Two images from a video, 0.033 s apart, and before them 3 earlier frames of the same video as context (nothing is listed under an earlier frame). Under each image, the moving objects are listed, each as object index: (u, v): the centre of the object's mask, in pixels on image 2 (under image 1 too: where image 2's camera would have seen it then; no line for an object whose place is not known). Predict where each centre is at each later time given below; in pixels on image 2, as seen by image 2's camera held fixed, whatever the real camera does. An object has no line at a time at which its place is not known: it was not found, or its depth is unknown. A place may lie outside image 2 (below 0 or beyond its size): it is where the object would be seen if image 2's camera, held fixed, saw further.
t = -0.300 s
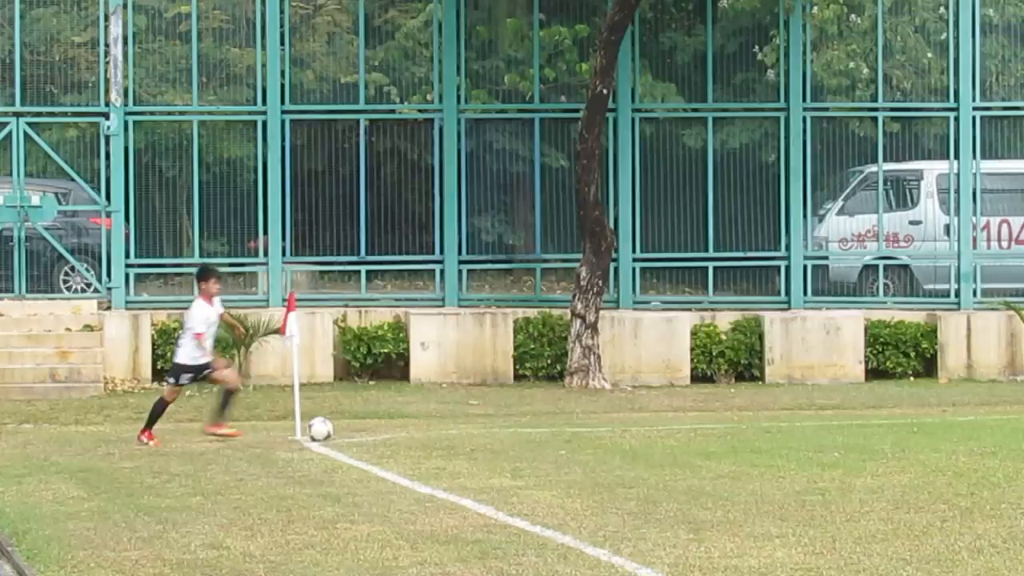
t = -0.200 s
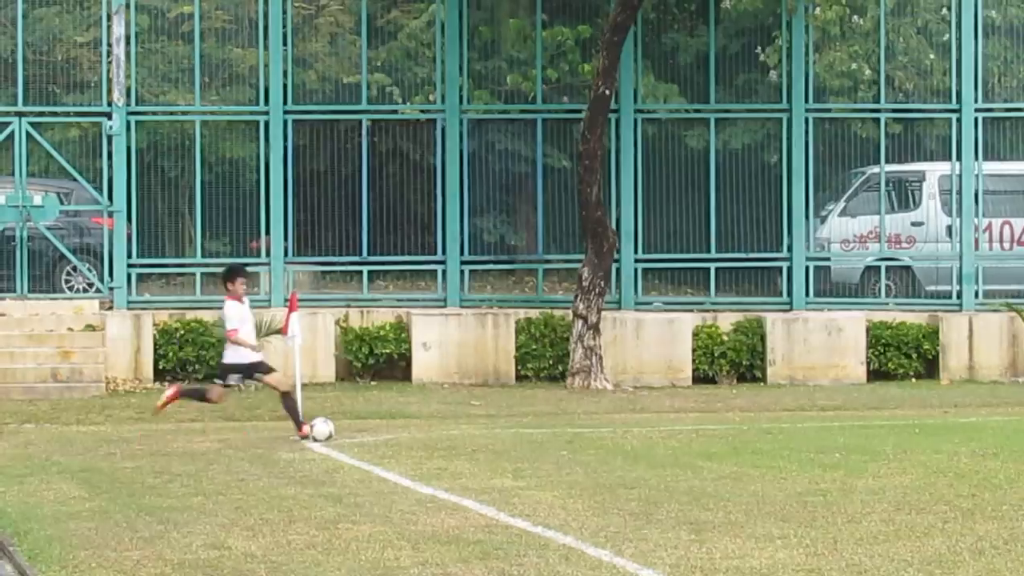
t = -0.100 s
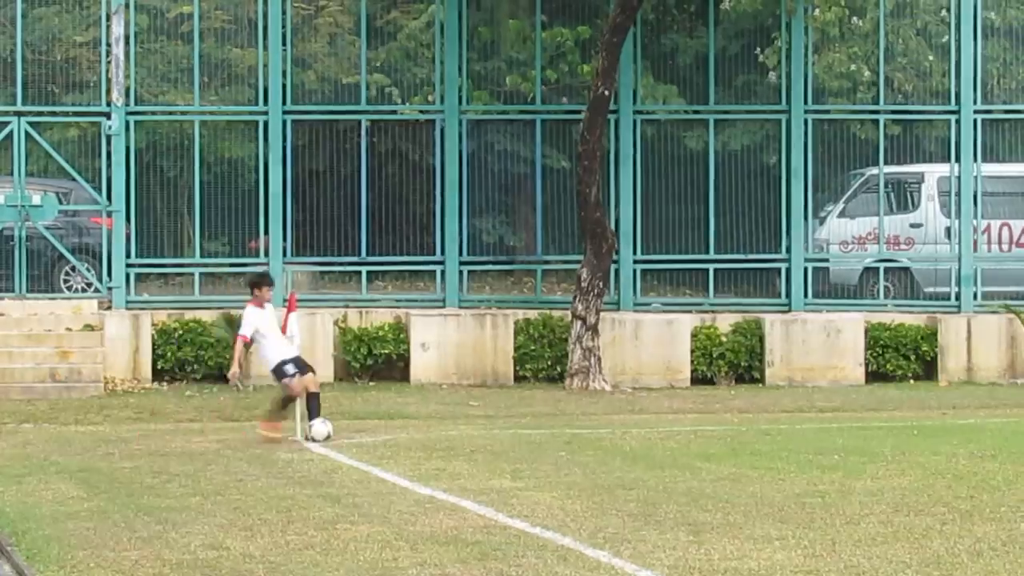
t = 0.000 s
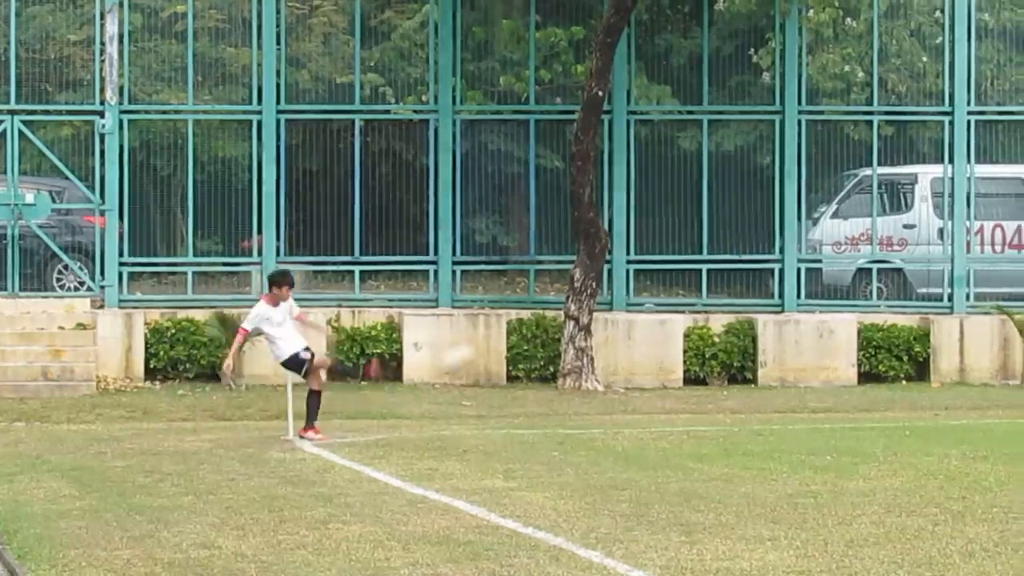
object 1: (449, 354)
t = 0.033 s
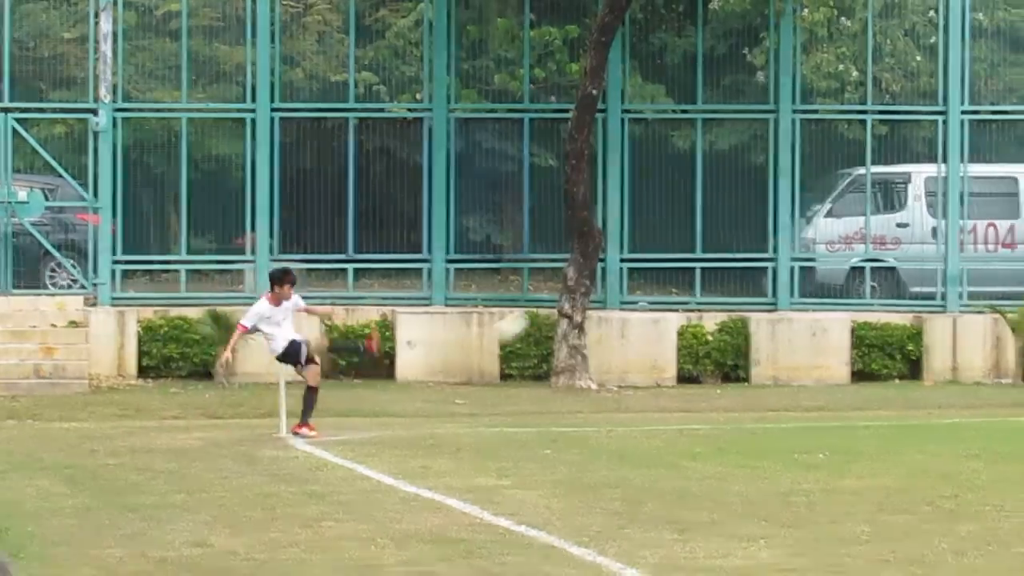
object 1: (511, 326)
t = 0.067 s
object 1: (571, 299)
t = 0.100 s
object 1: (632, 273)
